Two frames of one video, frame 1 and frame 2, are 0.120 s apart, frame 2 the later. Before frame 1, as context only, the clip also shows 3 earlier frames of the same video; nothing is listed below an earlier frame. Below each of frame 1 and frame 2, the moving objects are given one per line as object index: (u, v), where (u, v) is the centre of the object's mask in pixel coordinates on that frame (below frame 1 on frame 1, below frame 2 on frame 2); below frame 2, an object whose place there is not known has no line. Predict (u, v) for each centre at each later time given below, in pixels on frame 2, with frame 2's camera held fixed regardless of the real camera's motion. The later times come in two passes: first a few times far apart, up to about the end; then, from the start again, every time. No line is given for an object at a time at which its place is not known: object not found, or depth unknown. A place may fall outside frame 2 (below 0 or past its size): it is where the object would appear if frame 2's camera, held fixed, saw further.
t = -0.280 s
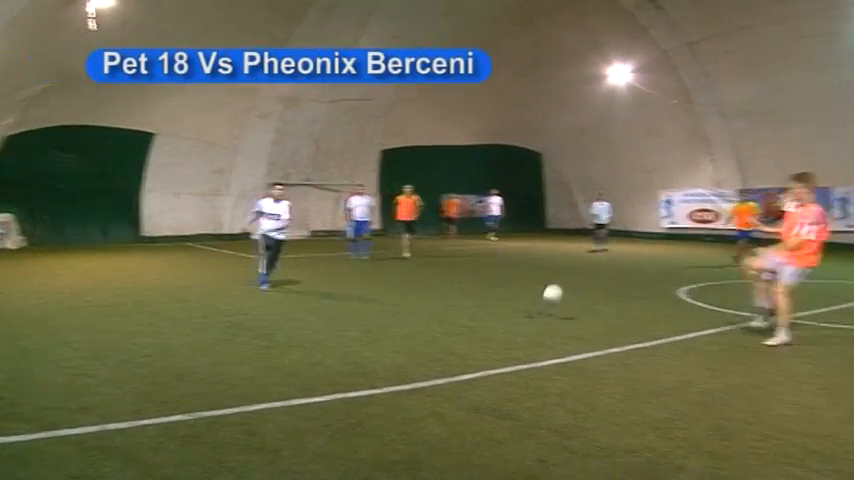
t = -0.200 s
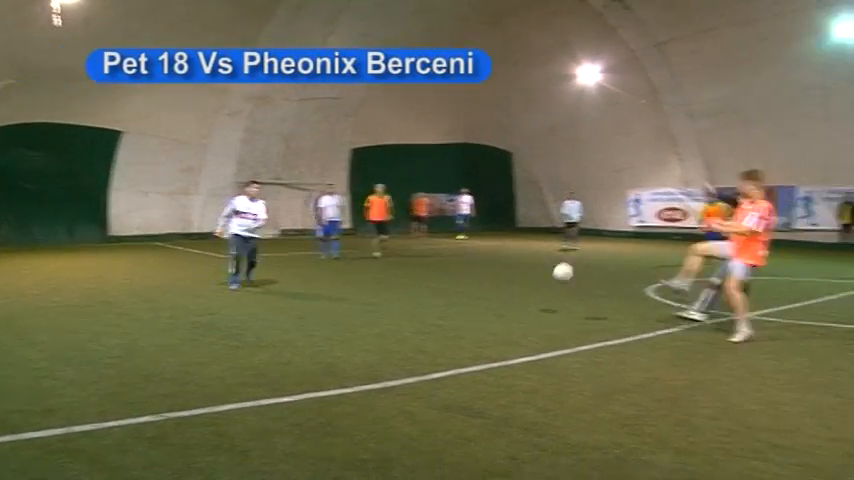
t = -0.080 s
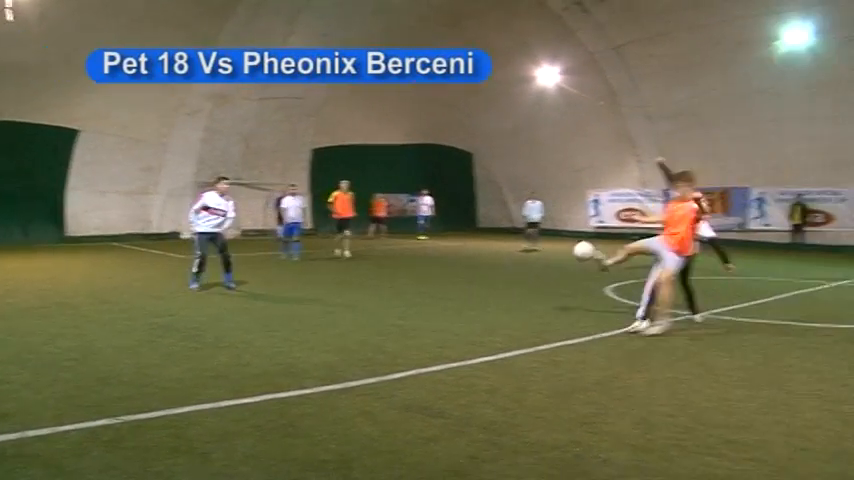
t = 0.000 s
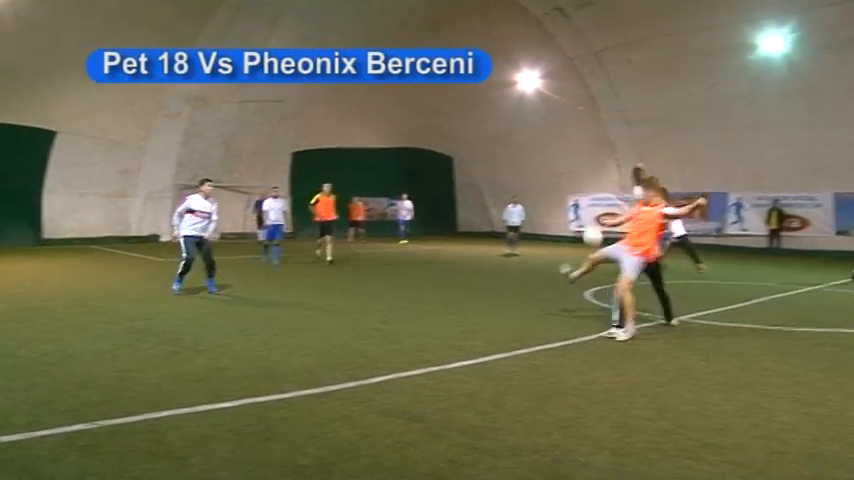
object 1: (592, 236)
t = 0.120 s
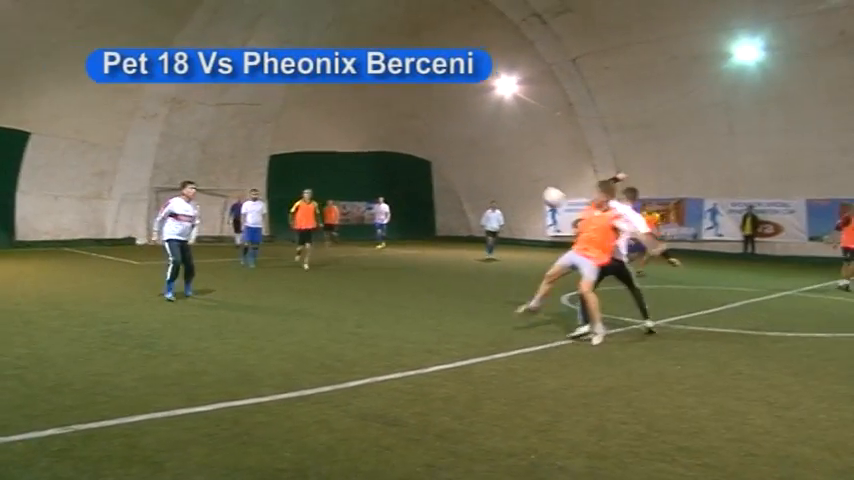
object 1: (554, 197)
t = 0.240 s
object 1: (529, 168)
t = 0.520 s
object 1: (482, 149)
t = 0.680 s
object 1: (459, 163)
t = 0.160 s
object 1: (545, 186)
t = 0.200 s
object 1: (537, 176)
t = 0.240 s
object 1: (529, 168)
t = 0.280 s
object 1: (522, 161)
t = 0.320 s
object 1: (515, 156)
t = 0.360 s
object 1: (508, 152)
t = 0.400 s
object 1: (501, 149)
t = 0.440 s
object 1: (495, 148)
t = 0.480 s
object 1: (488, 148)
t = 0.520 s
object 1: (482, 149)
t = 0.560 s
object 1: (476, 151)
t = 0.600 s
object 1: (470, 154)
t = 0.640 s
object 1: (464, 158)
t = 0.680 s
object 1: (459, 163)
